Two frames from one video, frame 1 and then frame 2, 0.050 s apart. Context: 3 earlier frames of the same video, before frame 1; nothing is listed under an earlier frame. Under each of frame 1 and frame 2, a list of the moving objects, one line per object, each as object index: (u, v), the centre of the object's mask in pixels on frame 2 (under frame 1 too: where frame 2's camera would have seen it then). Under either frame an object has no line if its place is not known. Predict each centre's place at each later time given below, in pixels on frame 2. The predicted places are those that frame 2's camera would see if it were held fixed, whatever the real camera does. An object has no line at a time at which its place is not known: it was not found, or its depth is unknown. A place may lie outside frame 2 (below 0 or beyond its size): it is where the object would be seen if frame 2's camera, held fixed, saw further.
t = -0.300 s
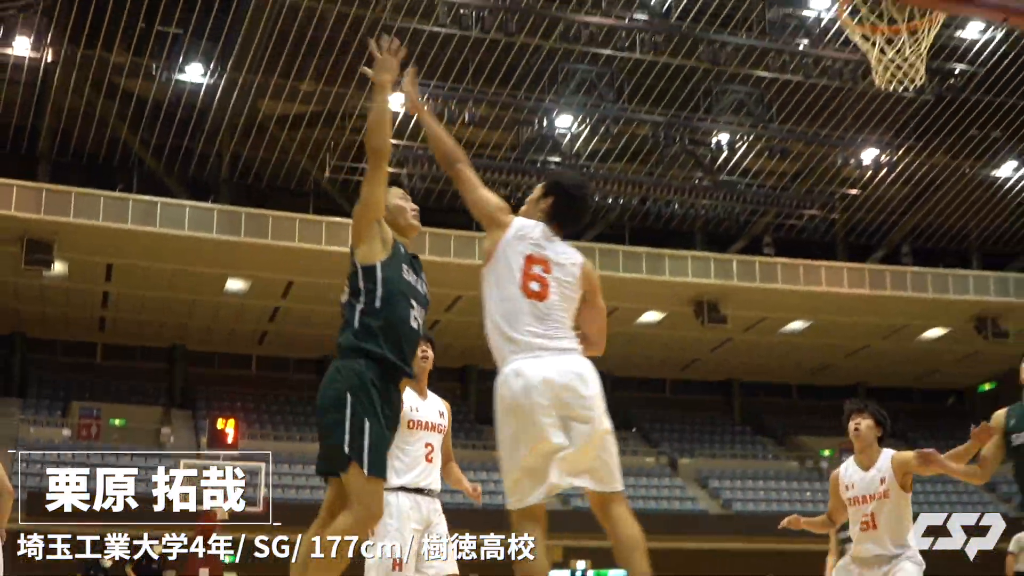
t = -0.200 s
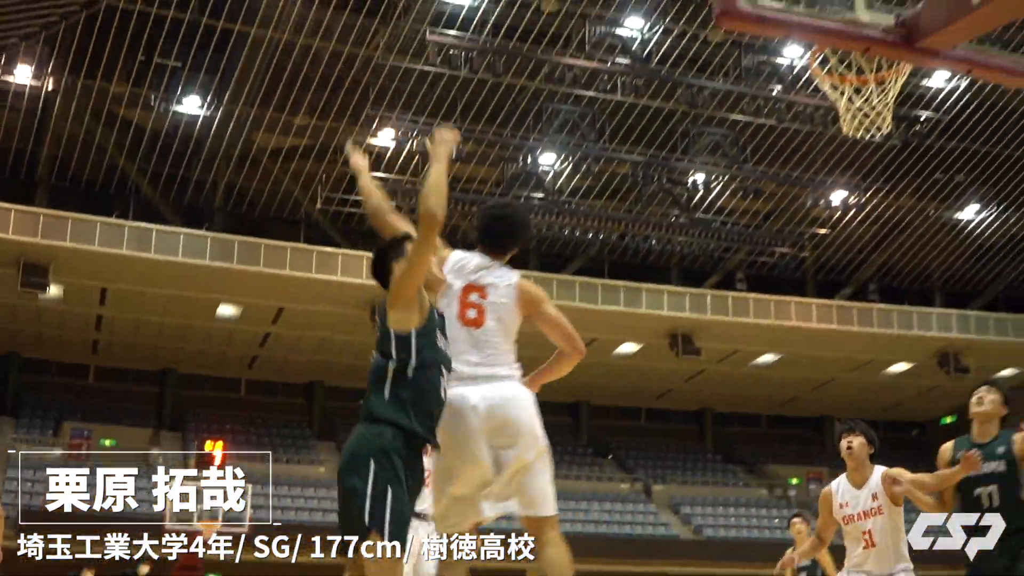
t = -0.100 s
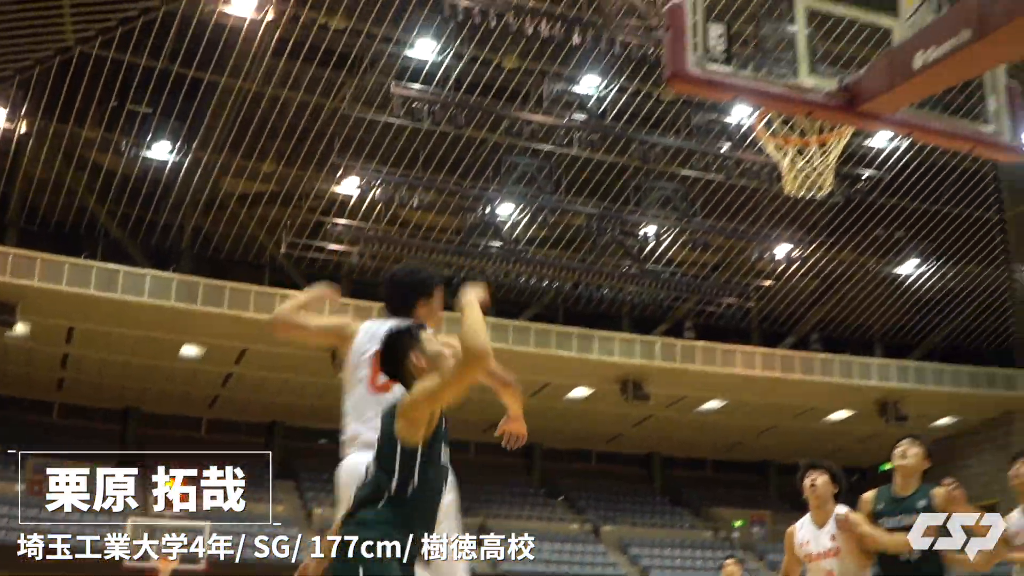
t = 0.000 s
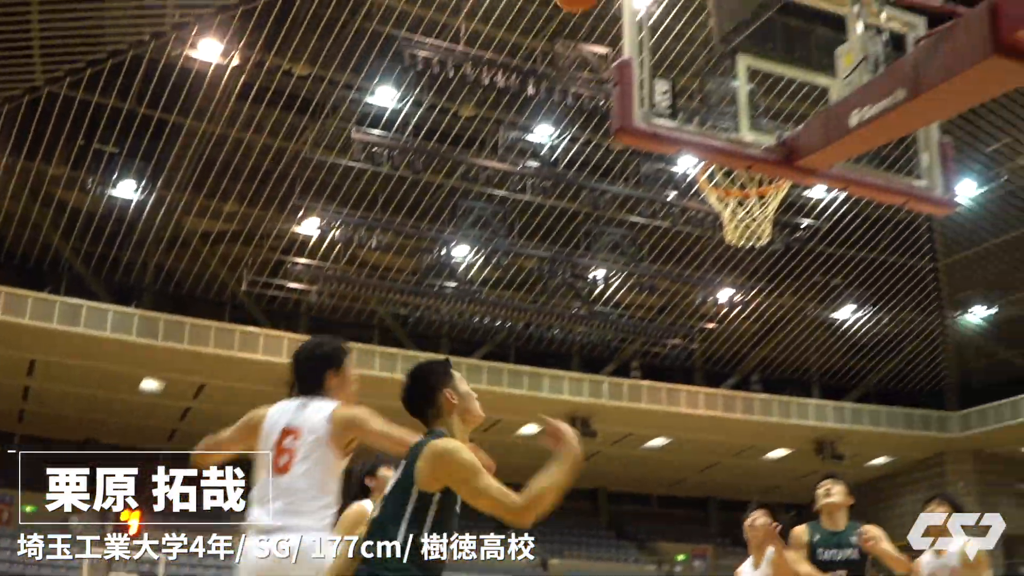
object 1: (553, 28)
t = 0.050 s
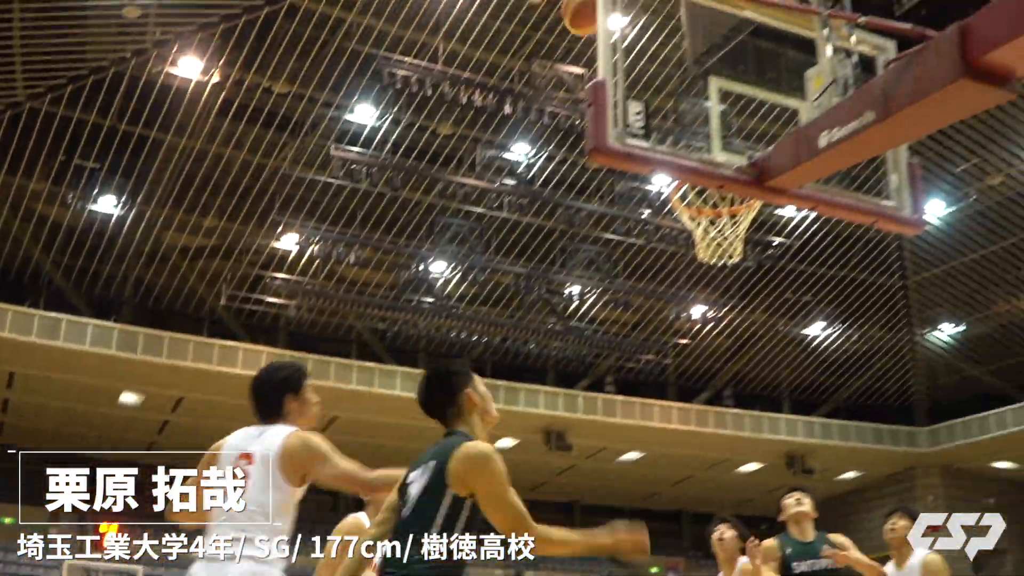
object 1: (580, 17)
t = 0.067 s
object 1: (585, 14)
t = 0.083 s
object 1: (612, 12)
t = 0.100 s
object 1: (630, 14)
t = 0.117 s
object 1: (639, 19)
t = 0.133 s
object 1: (645, 21)
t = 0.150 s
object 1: (649, 26)
